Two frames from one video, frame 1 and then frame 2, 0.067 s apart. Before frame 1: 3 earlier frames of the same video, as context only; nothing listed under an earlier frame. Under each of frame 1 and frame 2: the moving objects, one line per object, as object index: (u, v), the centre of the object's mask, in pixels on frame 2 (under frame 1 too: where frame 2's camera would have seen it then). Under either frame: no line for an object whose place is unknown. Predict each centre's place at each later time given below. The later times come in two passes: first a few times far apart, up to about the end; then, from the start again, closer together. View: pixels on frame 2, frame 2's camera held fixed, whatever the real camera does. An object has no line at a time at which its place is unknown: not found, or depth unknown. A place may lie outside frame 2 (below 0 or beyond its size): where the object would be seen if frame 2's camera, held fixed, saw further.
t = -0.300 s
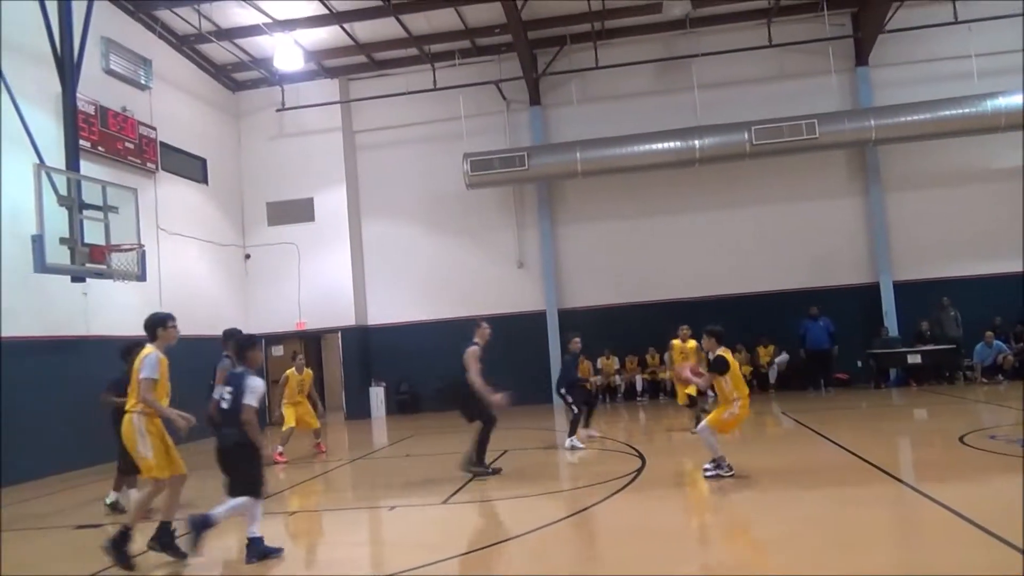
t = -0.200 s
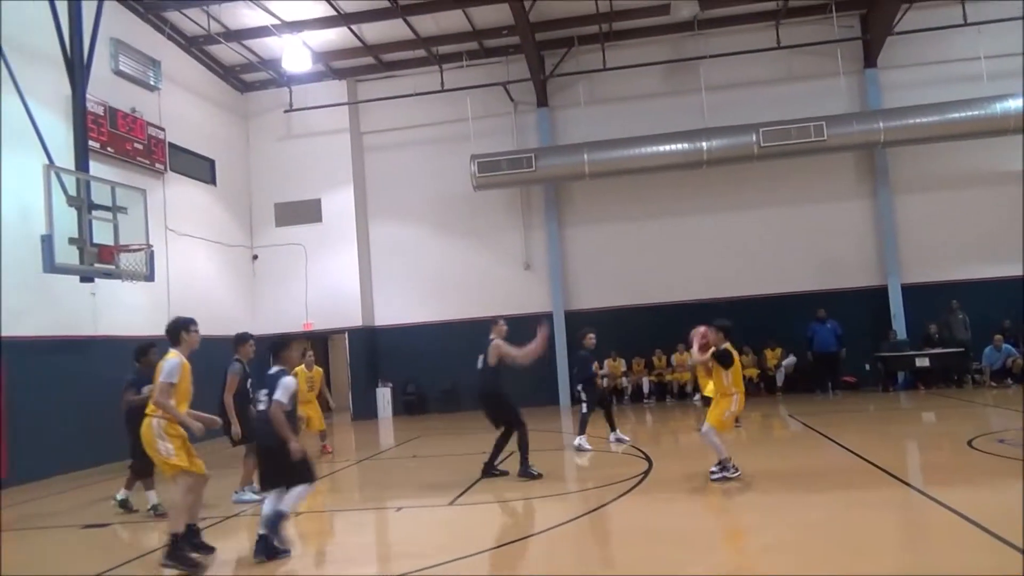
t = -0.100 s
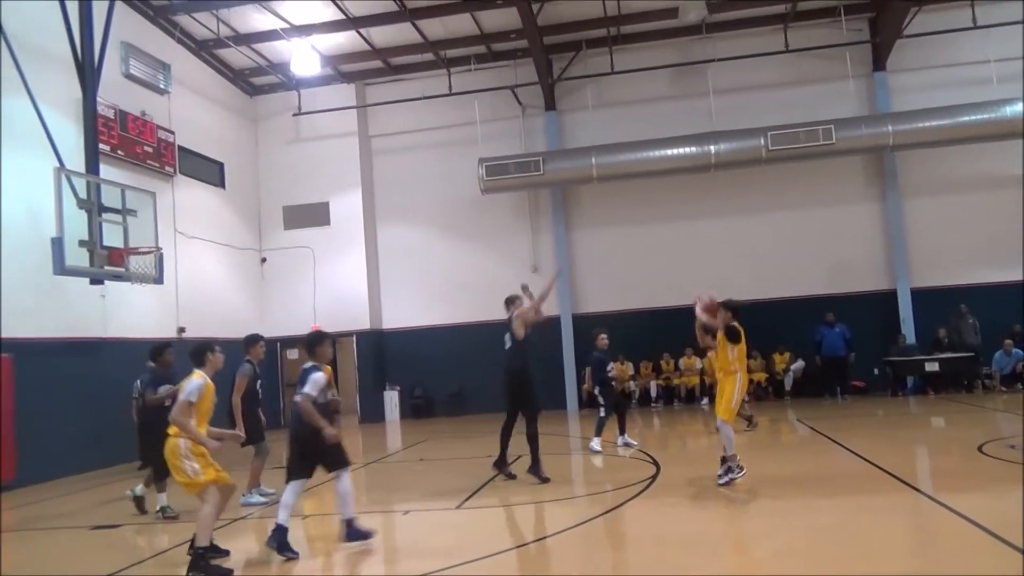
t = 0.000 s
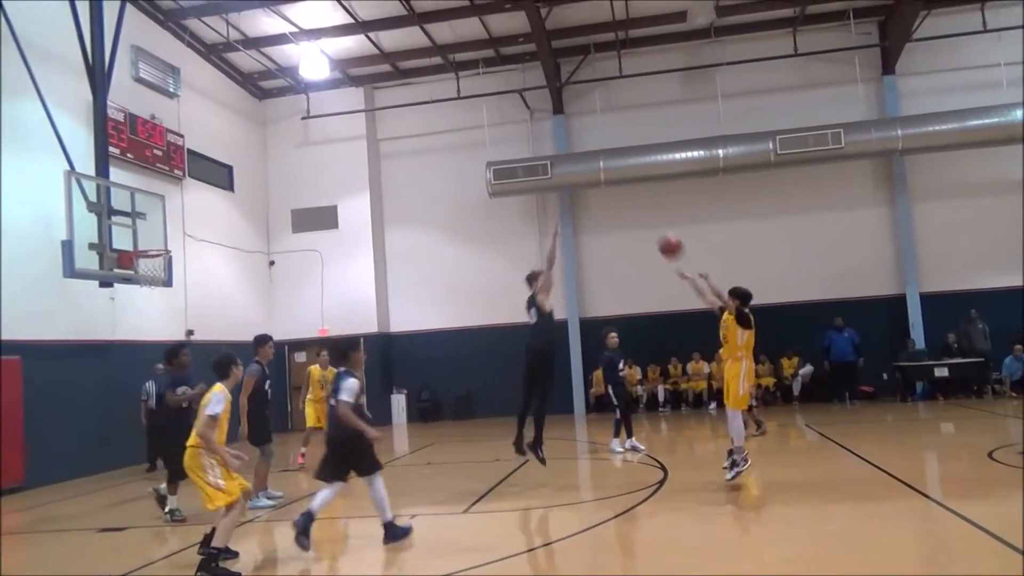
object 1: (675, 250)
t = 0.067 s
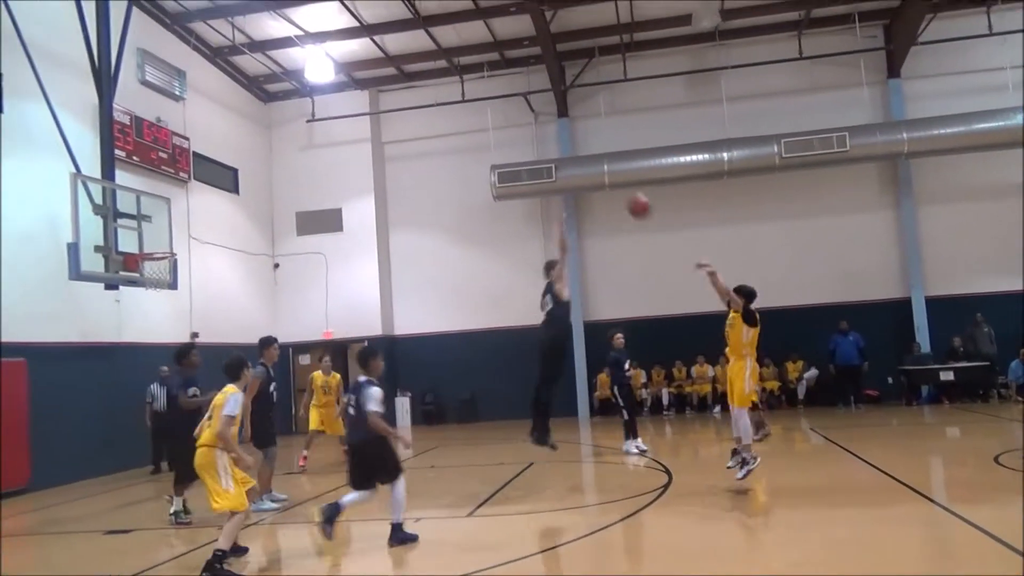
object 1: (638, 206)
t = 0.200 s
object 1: (573, 137)
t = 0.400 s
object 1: (482, 72)
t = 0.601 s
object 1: (401, 45)
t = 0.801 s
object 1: (330, 49)
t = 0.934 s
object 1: (283, 67)
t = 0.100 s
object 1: (621, 186)
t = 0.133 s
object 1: (605, 169)
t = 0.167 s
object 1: (589, 152)
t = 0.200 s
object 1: (573, 137)
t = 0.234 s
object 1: (557, 123)
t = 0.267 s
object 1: (542, 112)
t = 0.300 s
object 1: (527, 100)
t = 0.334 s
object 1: (511, 90)
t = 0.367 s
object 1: (496, 80)
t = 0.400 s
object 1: (482, 72)
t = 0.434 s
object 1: (468, 65)
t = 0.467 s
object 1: (455, 61)
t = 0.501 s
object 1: (440, 56)
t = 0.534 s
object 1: (428, 50)
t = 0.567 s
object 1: (414, 47)
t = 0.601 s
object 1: (401, 45)
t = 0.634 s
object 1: (389, 44)
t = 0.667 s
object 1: (376, 44)
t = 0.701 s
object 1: (364, 43)
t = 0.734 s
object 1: (351, 46)
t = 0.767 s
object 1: (340, 48)
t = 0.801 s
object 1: (330, 49)
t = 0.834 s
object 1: (315, 53)
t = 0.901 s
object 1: (295, 68)
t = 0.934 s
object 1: (283, 67)
